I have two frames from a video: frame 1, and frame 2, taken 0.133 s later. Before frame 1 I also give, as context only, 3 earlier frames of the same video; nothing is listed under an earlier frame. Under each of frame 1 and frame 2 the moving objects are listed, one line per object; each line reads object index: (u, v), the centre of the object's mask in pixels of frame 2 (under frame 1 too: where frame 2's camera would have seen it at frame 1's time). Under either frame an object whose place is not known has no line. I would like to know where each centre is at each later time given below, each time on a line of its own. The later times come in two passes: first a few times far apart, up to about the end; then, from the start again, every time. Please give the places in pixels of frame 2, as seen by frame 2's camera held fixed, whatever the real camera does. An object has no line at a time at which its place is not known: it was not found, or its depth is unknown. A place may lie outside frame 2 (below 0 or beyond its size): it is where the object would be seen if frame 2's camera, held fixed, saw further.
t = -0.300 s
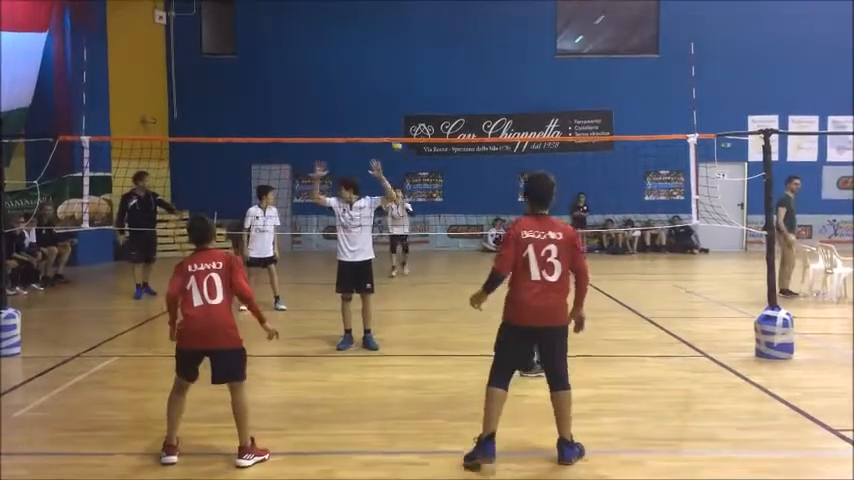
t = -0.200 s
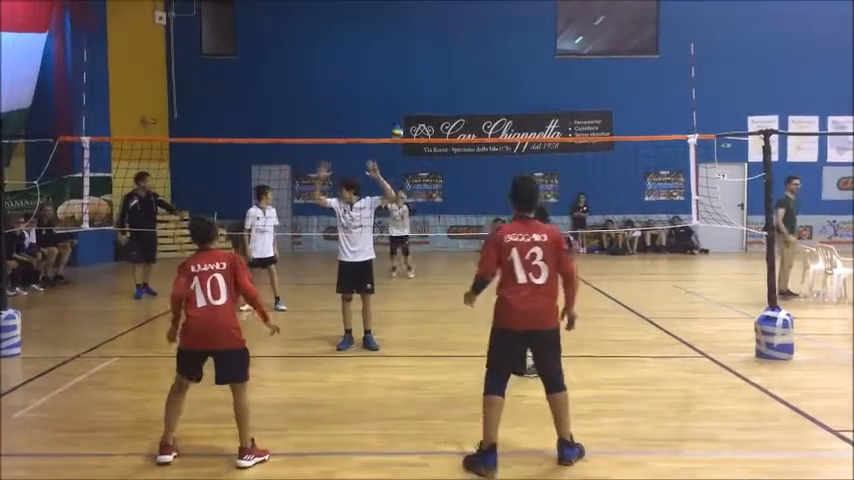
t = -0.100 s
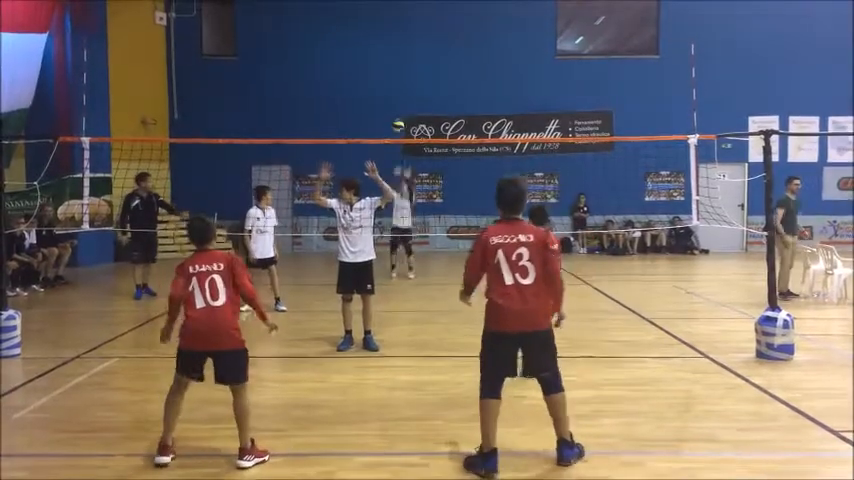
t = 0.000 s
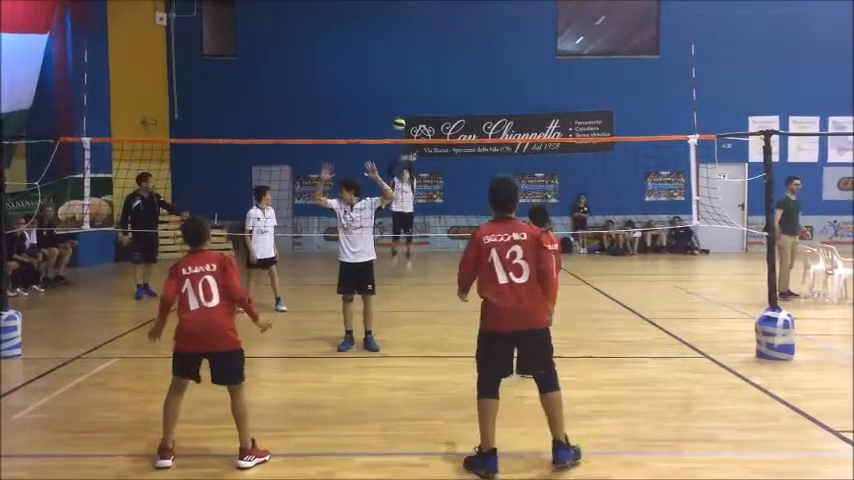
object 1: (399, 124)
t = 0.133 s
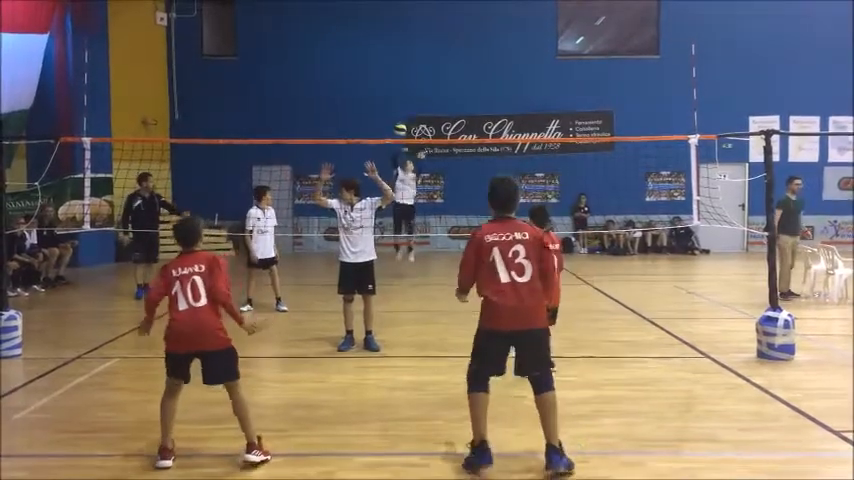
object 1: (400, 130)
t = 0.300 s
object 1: (402, 112)
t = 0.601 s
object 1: (403, 77)
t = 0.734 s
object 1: (400, 85)
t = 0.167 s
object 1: (401, 132)
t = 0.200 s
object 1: (401, 133)
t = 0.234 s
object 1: (401, 128)
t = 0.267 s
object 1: (401, 120)
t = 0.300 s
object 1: (402, 112)
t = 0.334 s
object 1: (402, 106)
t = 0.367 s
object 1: (401, 101)
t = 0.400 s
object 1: (402, 94)
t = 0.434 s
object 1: (403, 89)
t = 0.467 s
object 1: (403, 85)
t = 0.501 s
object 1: (403, 81)
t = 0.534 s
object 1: (402, 79)
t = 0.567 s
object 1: (402, 78)
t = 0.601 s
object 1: (403, 77)
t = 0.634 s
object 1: (402, 77)
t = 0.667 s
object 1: (402, 78)
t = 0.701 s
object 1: (402, 81)
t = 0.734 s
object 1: (400, 85)
